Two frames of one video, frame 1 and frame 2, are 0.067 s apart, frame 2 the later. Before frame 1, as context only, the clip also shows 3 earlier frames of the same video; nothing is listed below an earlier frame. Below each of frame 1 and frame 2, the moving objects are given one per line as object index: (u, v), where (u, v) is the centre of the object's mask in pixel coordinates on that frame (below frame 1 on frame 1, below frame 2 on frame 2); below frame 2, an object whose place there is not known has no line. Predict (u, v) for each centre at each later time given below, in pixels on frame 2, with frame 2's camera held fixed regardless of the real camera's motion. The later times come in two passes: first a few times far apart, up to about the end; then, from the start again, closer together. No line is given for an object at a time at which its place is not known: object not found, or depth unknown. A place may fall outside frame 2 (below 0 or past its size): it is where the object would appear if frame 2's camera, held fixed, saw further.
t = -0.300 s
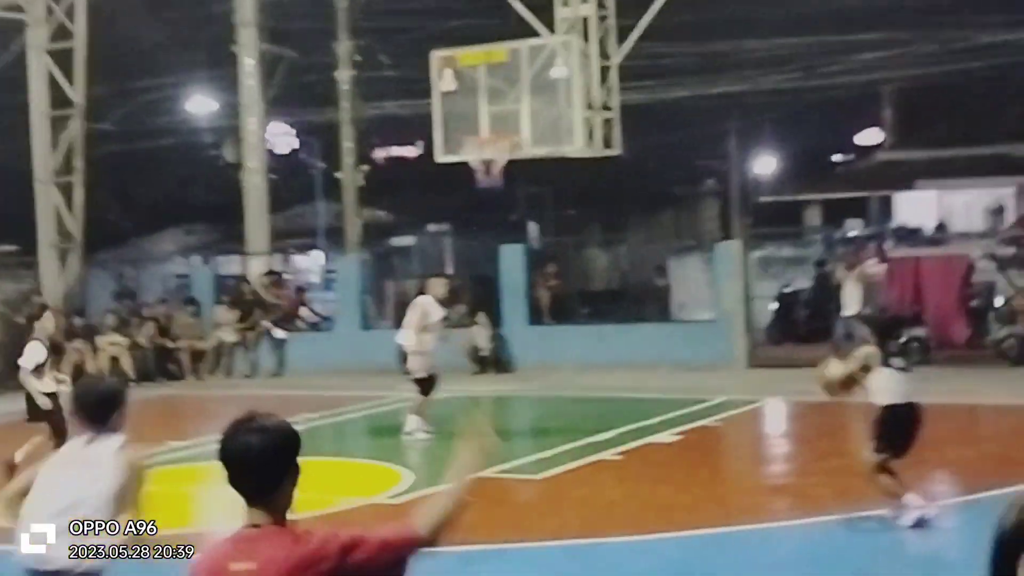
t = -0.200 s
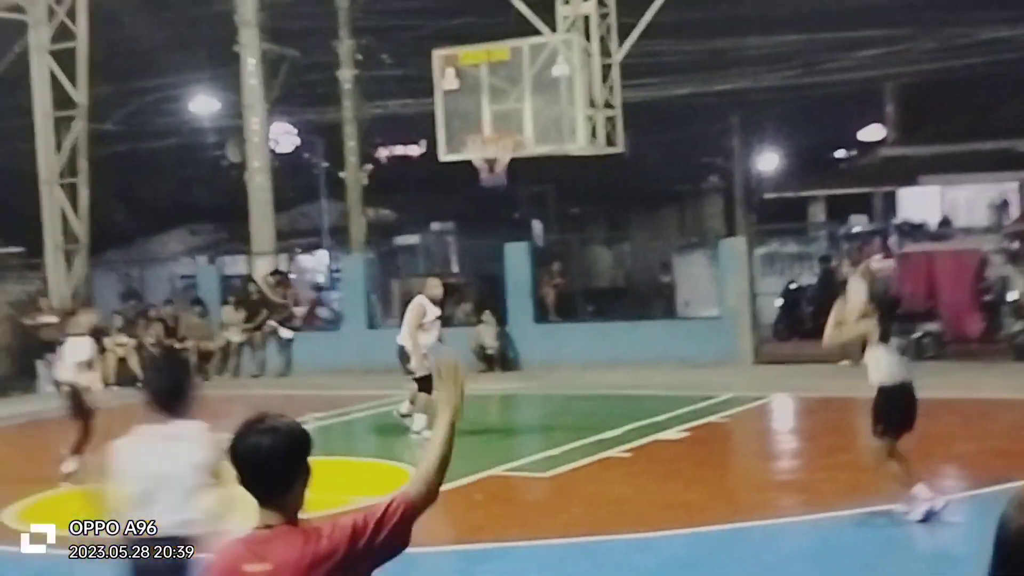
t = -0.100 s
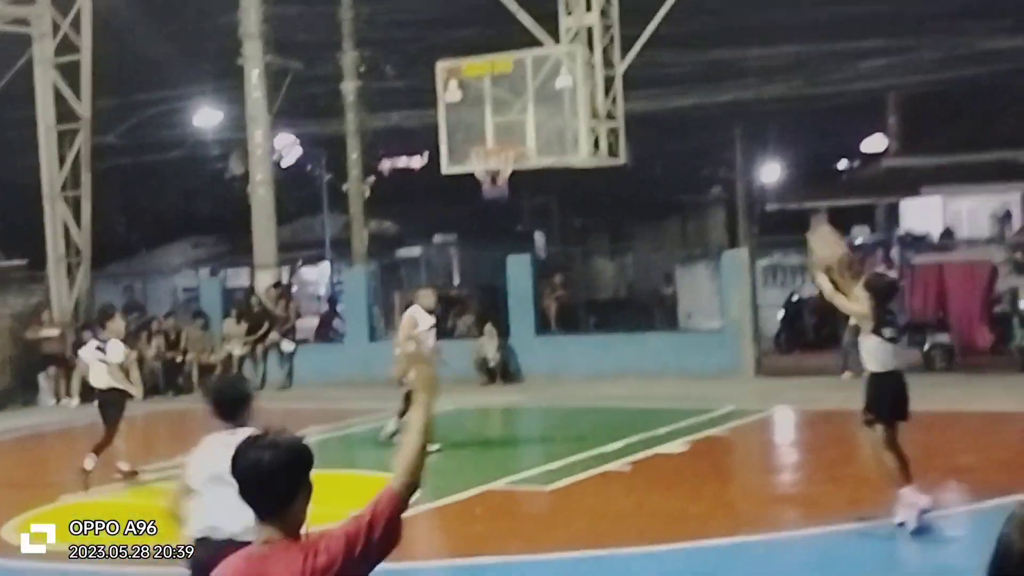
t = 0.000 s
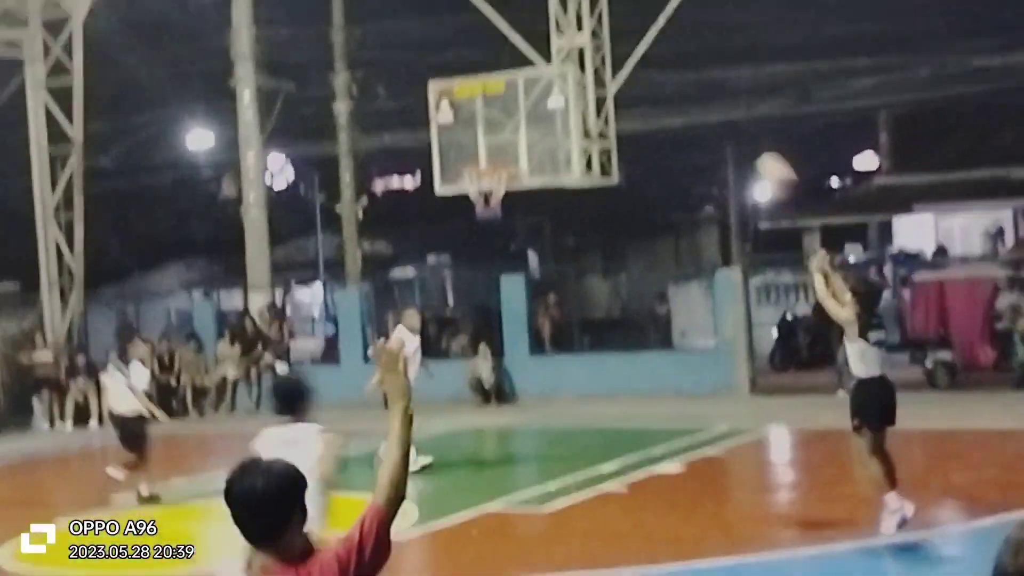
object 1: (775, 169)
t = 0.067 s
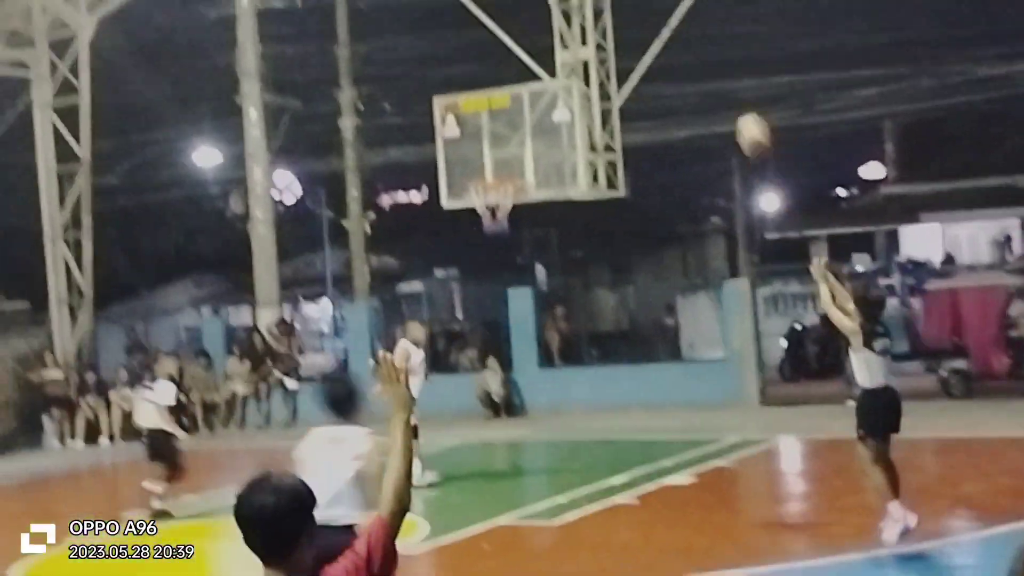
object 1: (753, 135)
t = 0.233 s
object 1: (690, 45)
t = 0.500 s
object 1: (613, -13)
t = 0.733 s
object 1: (557, 8)
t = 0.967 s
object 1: (514, 78)
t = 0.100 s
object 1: (739, 112)
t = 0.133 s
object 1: (726, 93)
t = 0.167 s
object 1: (715, 76)
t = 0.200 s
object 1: (702, 59)
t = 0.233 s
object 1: (690, 45)
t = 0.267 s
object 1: (679, 31)
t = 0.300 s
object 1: (668, 20)
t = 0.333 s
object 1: (658, 11)
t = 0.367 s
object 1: (649, 3)
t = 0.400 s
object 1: (639, -3)
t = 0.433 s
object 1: (630, -8)
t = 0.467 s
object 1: (622, -11)
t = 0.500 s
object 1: (613, -13)
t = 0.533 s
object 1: (605, -14)
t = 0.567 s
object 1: (597, -12)
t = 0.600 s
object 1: (589, -9)
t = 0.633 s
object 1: (582, -7)
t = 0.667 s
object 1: (574, -3)
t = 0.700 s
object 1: (565, 2)
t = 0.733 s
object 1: (557, 8)
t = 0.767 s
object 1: (550, 16)
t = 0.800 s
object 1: (543, 24)
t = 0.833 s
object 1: (538, 33)
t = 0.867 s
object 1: (533, 43)
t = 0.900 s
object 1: (526, 54)
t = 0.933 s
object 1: (520, 68)
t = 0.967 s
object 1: (514, 78)
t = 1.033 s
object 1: (502, 104)
